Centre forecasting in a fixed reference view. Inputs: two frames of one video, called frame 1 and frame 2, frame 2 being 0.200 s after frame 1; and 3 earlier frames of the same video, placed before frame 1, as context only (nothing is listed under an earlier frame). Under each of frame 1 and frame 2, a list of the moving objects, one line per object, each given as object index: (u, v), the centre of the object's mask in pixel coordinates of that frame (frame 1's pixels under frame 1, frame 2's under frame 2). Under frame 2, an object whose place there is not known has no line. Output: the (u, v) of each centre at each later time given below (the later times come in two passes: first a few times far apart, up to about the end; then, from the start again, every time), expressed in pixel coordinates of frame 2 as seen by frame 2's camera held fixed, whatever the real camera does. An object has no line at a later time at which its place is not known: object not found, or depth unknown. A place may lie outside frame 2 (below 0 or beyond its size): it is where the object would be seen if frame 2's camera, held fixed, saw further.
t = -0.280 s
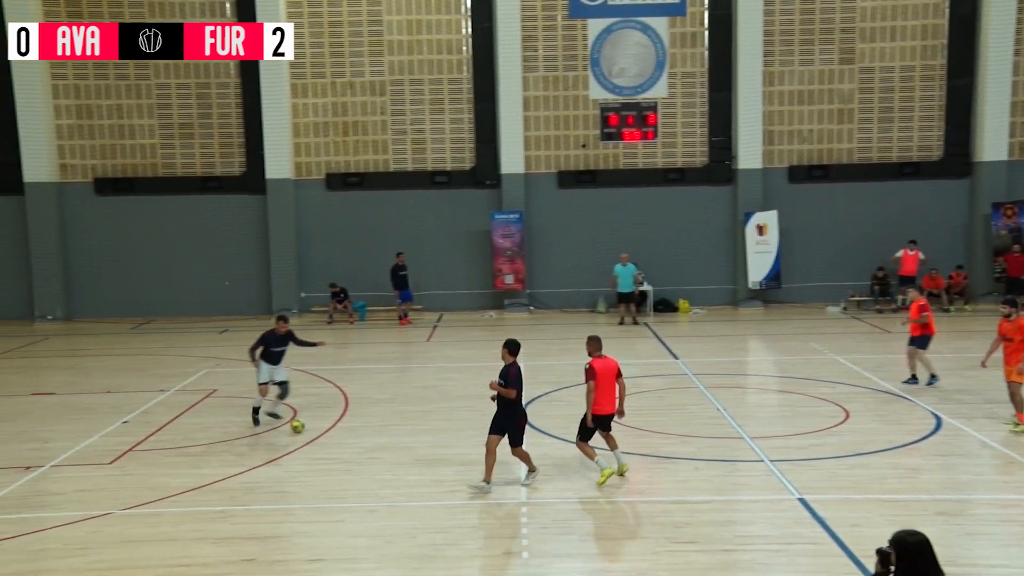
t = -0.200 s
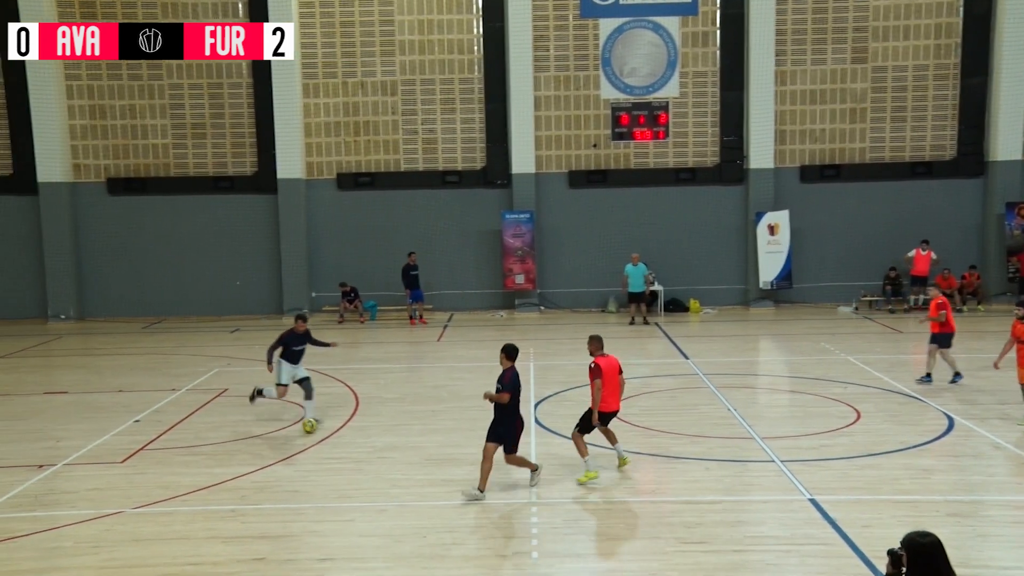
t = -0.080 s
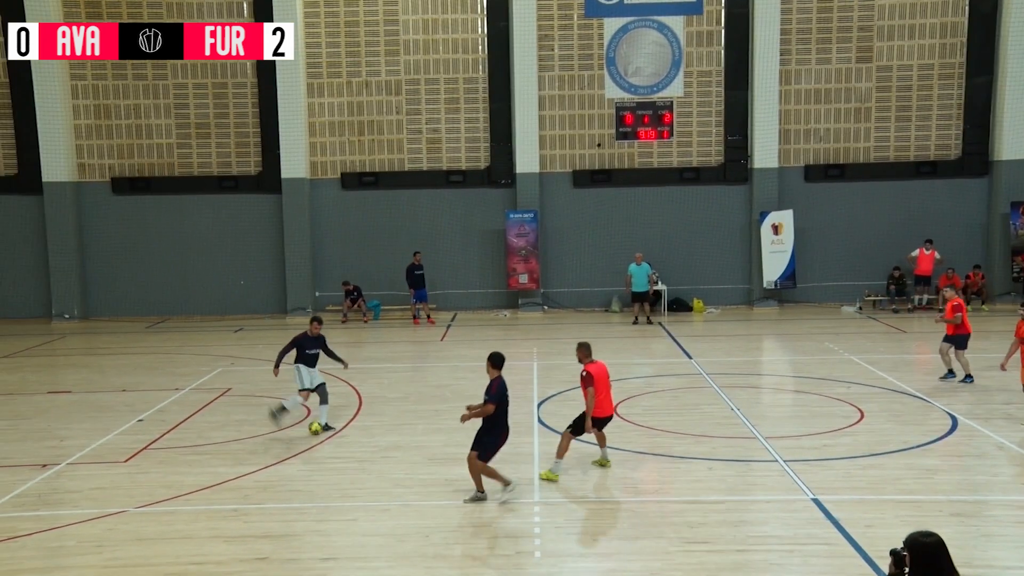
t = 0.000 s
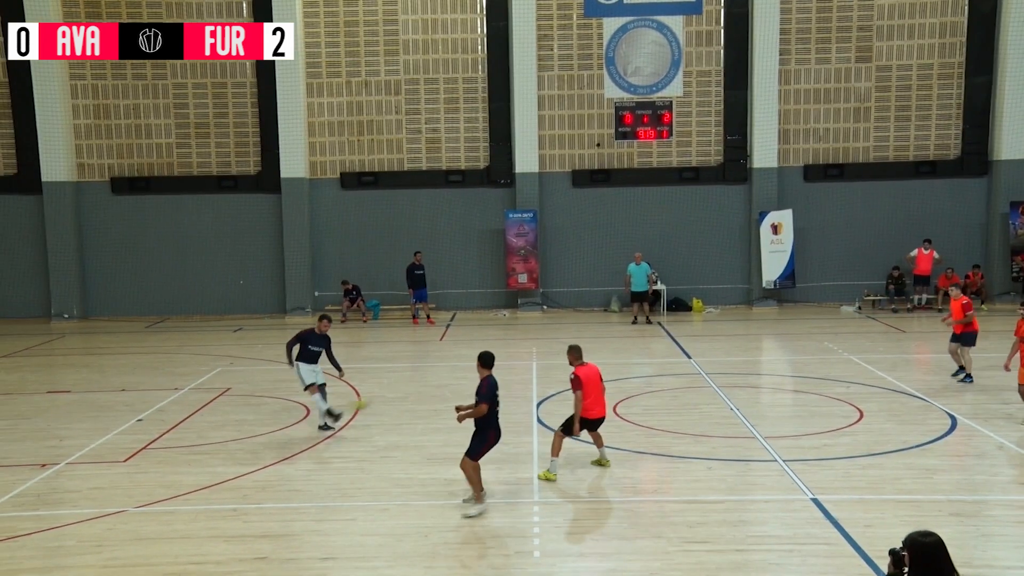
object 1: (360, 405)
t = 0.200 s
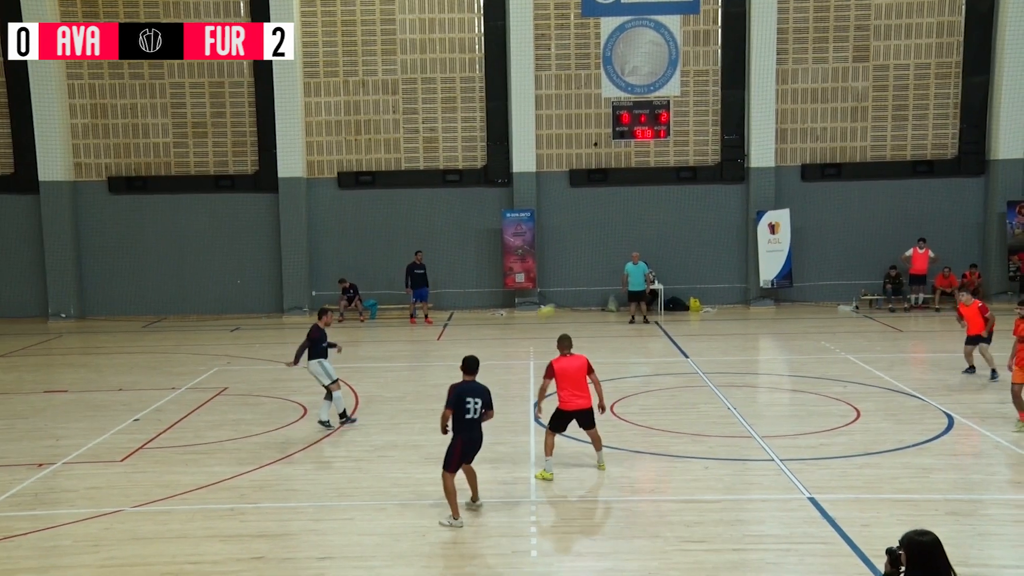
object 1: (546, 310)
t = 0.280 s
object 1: (616, 284)
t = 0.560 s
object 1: (840, 221)
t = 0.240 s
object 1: (581, 298)
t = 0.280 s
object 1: (616, 284)
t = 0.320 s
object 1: (650, 273)
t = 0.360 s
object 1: (683, 261)
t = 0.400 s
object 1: (715, 251)
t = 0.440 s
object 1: (746, 242)
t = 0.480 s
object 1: (778, 234)
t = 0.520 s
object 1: (809, 227)
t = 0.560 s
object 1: (840, 221)
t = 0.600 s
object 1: (870, 217)
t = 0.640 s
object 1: (900, 213)
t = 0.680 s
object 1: (929, 209)
